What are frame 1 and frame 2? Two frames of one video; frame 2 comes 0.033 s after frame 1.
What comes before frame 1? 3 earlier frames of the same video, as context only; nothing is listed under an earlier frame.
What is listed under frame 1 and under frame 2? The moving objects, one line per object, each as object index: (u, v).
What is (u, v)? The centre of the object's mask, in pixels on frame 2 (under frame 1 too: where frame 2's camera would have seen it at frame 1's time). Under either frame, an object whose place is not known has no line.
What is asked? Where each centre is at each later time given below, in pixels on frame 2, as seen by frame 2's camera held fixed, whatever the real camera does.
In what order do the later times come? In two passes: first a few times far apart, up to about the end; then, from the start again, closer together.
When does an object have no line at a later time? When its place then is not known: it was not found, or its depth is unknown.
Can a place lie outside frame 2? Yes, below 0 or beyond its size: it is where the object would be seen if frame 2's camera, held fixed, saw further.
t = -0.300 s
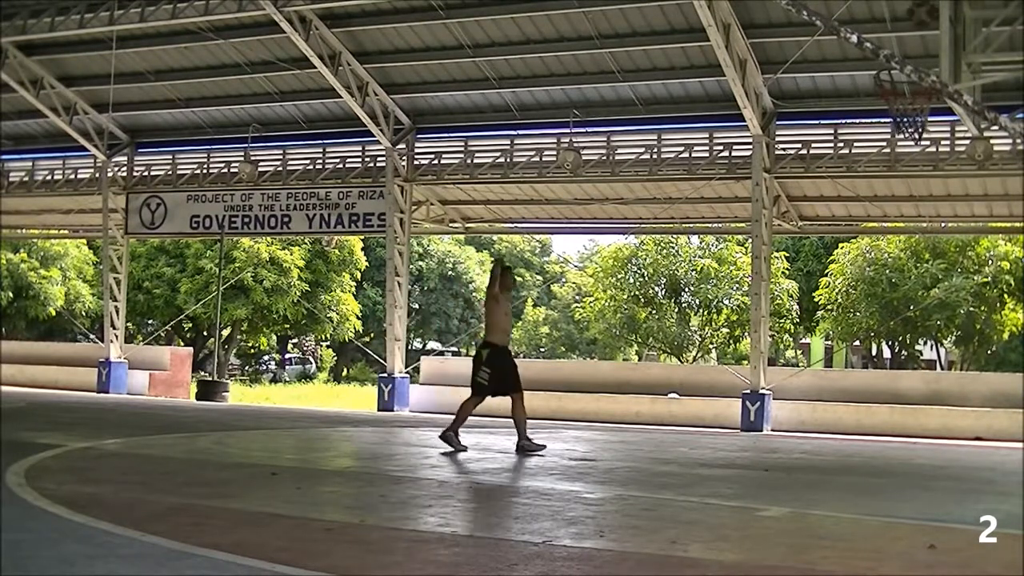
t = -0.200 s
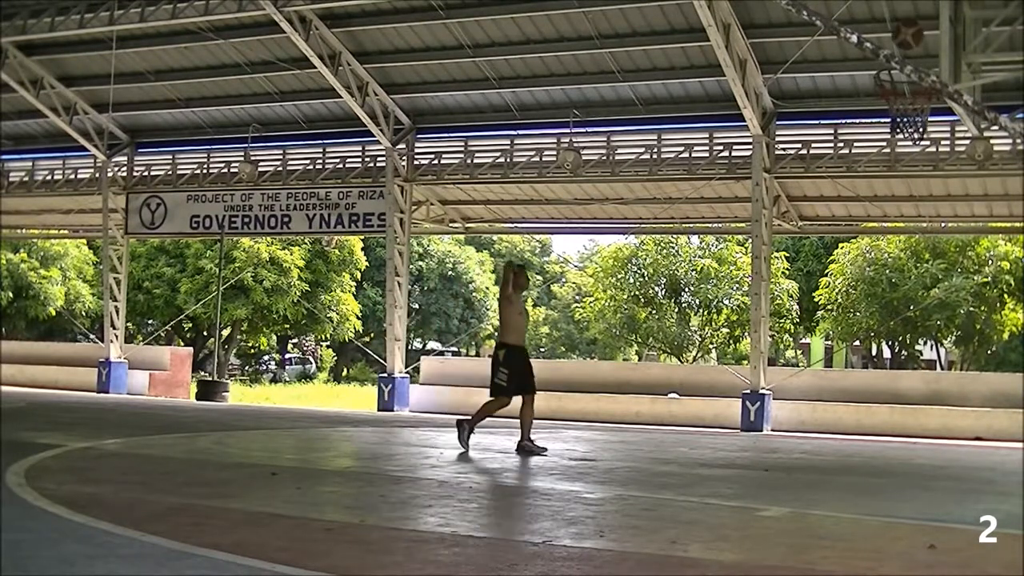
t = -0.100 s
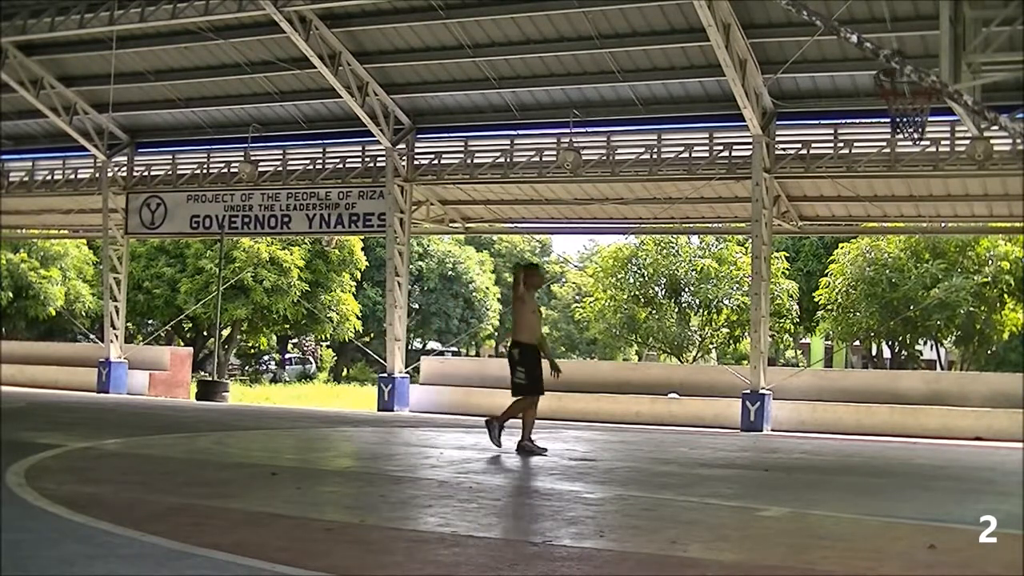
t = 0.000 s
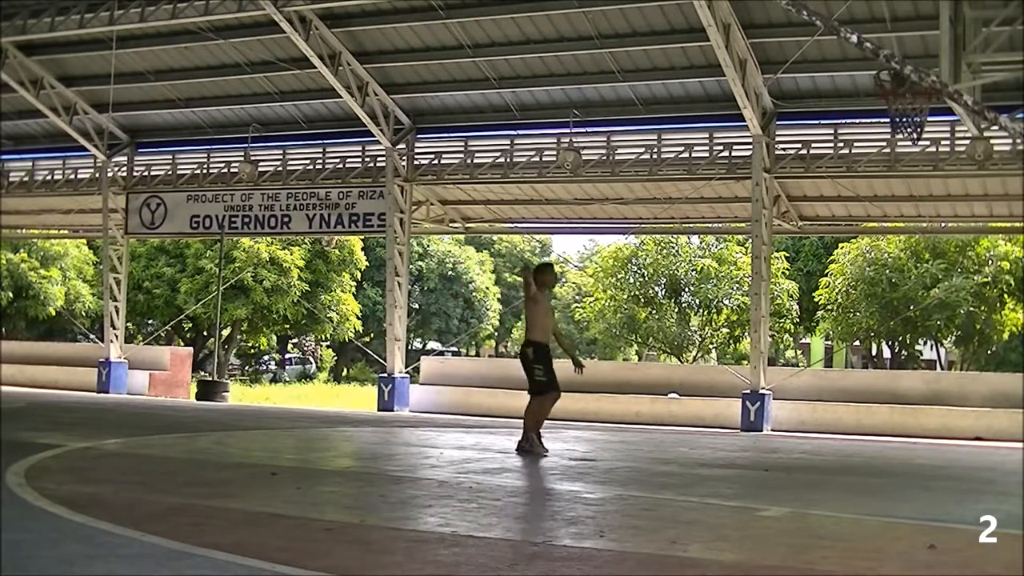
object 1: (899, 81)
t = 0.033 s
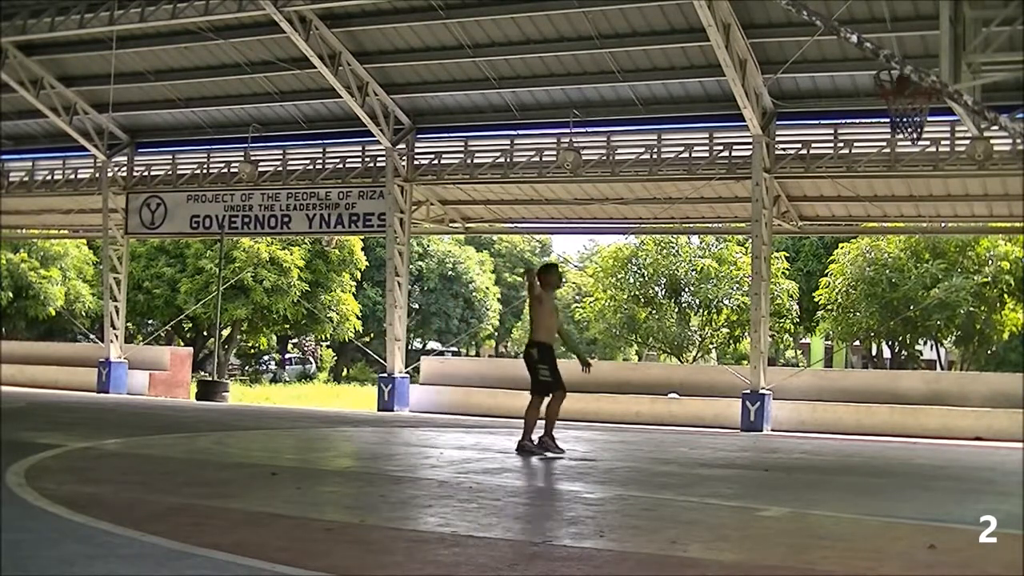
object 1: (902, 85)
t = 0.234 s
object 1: (921, 114)
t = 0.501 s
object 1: (908, 185)
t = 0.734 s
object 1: (895, 322)
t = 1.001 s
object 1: (875, 403)
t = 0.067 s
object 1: (907, 86)
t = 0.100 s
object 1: (915, 91)
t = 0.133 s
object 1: (918, 99)
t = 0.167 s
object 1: (920, 101)
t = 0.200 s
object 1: (922, 105)
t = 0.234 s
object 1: (921, 114)
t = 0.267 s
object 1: (919, 121)
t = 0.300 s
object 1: (919, 124)
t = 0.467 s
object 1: (910, 172)
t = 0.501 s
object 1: (908, 185)
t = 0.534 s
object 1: (906, 200)
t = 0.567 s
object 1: (904, 217)
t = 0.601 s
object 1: (902, 235)
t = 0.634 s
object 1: (900, 254)
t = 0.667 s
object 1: (897, 276)
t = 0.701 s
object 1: (895, 297)
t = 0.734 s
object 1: (895, 322)
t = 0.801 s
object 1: (888, 377)
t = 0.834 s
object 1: (886, 405)
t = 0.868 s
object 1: (884, 436)
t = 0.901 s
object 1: (880, 468)
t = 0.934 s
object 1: (879, 449)
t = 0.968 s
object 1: (877, 425)
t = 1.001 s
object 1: (875, 403)
